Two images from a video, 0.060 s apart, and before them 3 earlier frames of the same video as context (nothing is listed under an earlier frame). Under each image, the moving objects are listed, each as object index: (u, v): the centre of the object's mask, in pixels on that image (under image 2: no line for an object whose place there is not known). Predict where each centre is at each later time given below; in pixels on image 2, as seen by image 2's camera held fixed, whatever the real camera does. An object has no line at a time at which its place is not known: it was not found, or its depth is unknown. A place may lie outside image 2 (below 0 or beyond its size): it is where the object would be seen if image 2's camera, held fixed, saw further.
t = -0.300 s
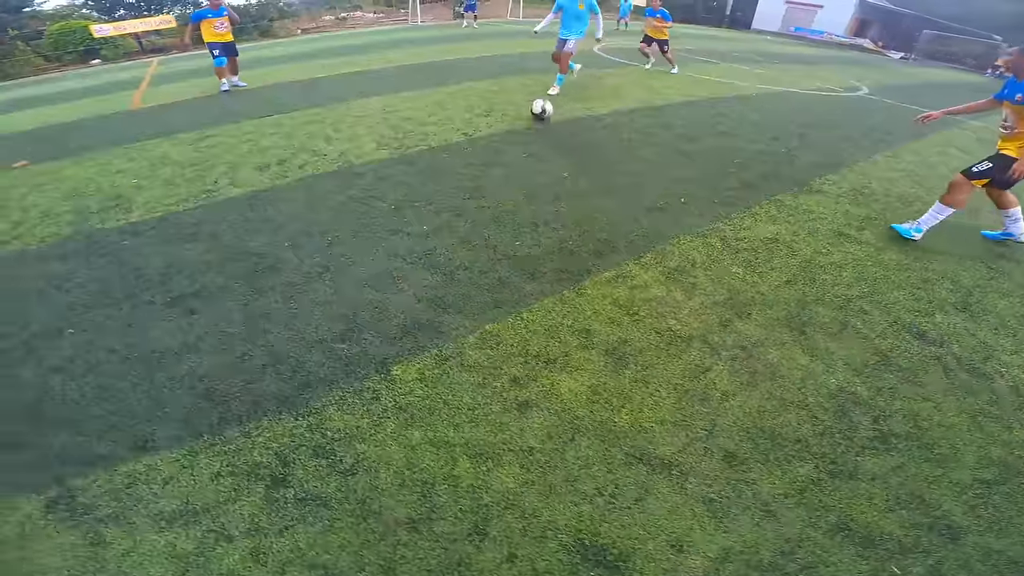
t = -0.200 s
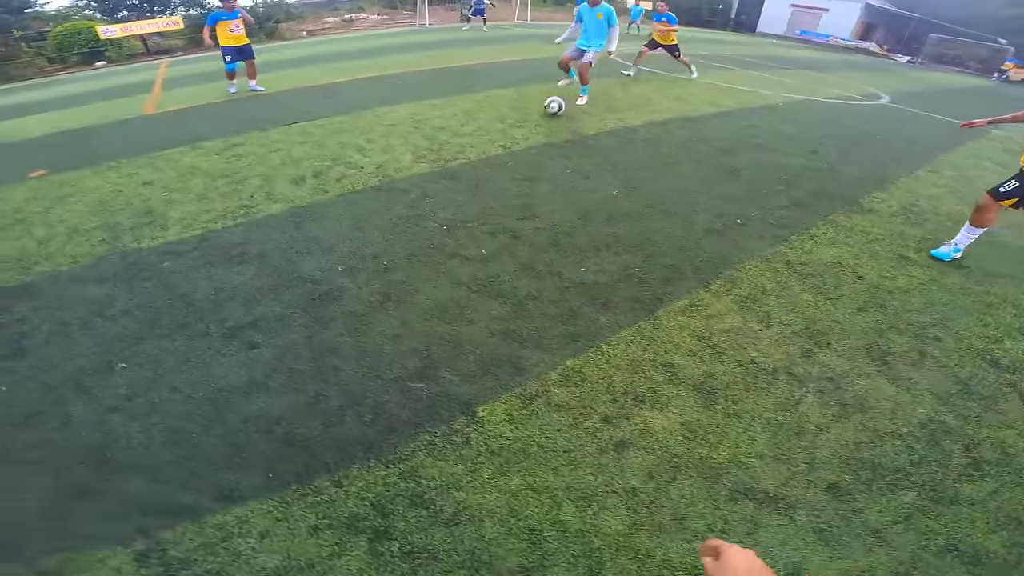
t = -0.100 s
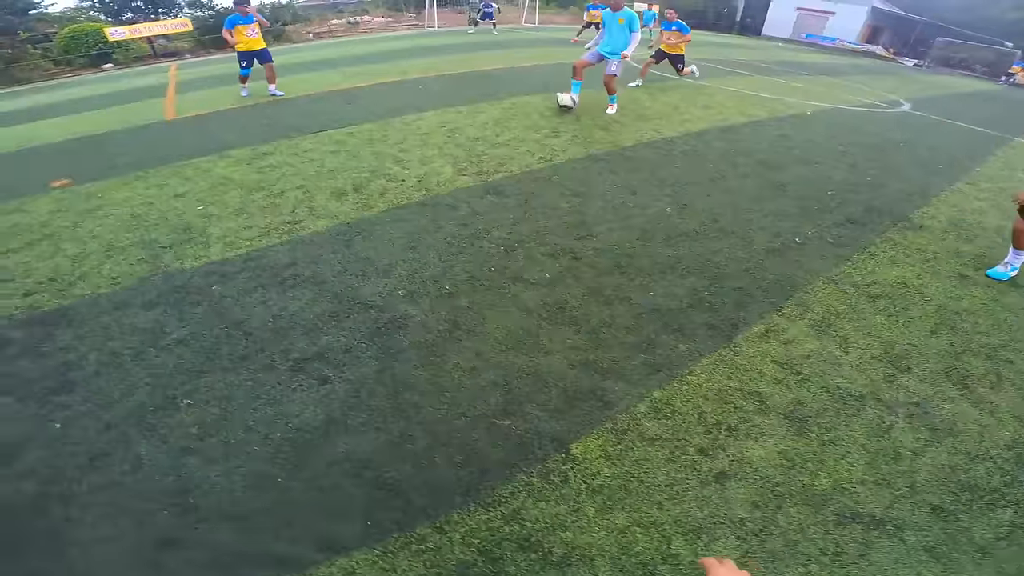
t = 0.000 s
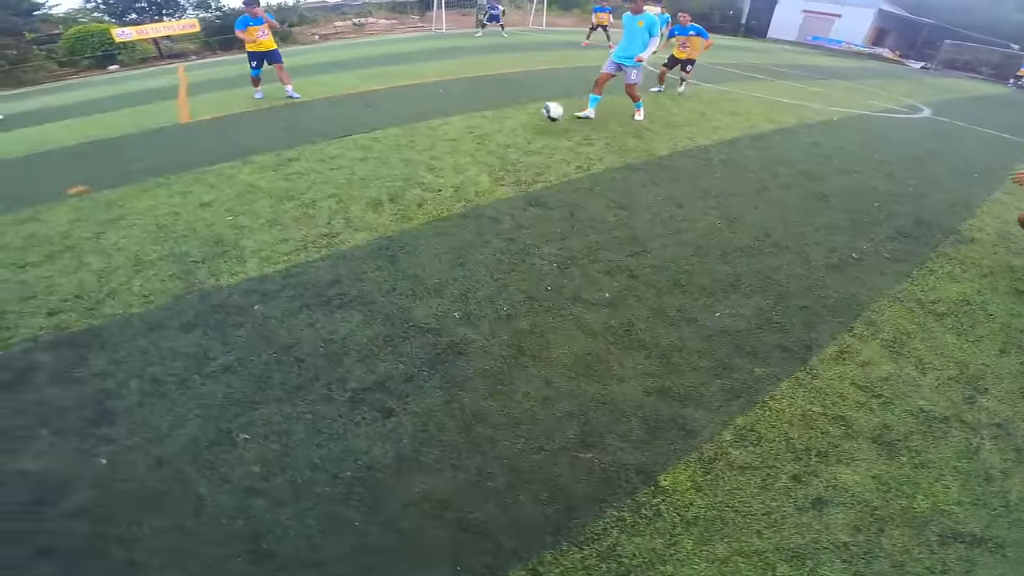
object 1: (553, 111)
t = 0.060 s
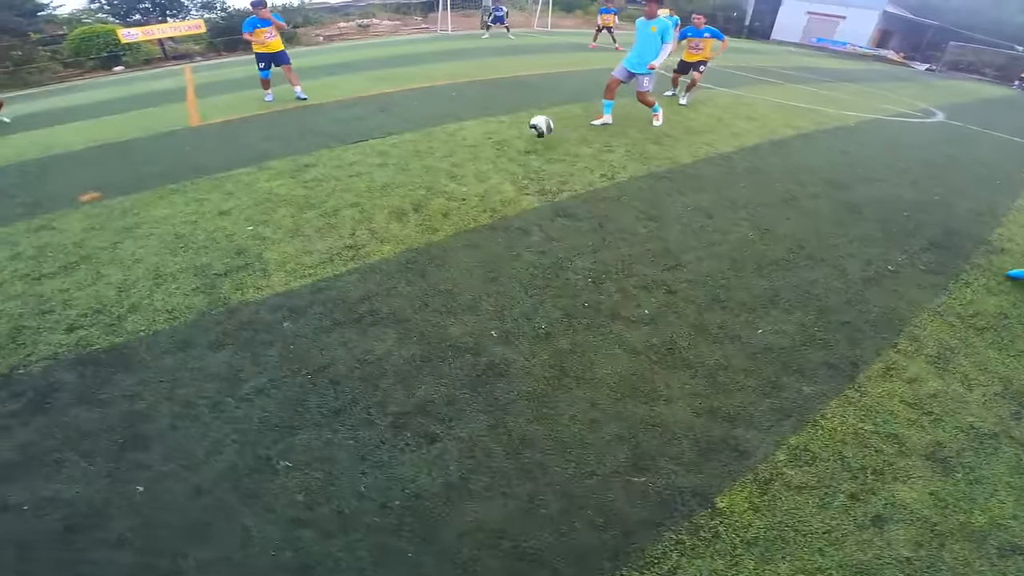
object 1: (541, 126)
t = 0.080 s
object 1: (530, 131)
